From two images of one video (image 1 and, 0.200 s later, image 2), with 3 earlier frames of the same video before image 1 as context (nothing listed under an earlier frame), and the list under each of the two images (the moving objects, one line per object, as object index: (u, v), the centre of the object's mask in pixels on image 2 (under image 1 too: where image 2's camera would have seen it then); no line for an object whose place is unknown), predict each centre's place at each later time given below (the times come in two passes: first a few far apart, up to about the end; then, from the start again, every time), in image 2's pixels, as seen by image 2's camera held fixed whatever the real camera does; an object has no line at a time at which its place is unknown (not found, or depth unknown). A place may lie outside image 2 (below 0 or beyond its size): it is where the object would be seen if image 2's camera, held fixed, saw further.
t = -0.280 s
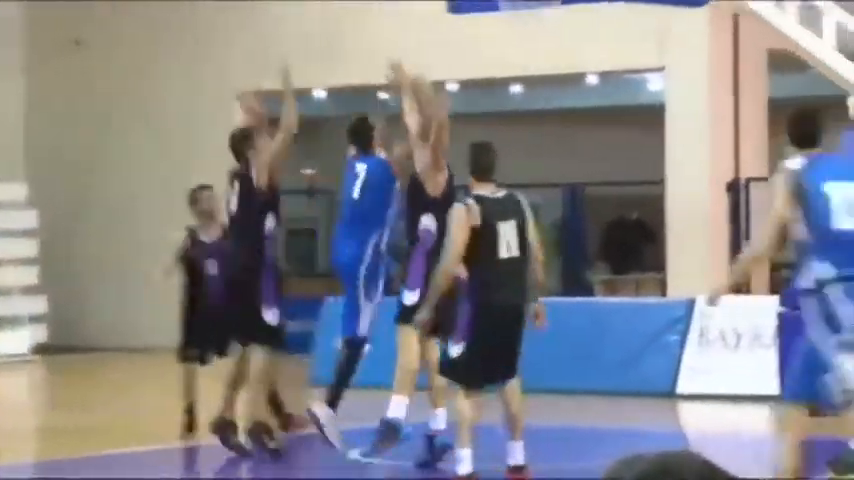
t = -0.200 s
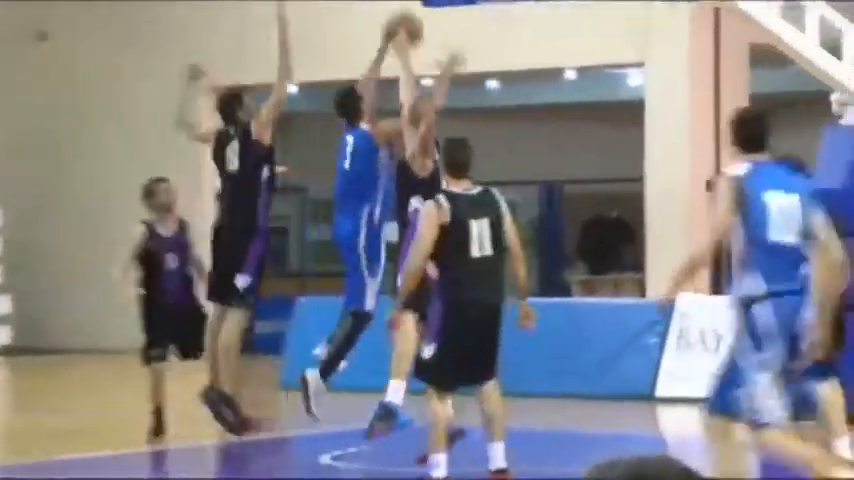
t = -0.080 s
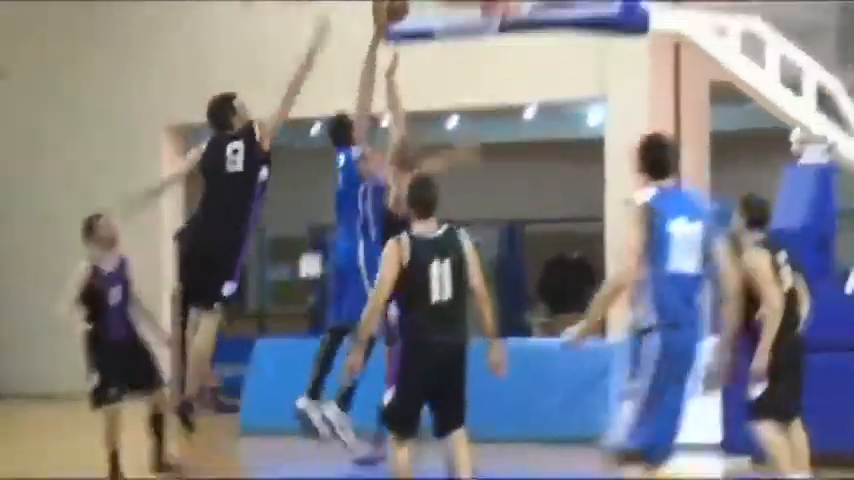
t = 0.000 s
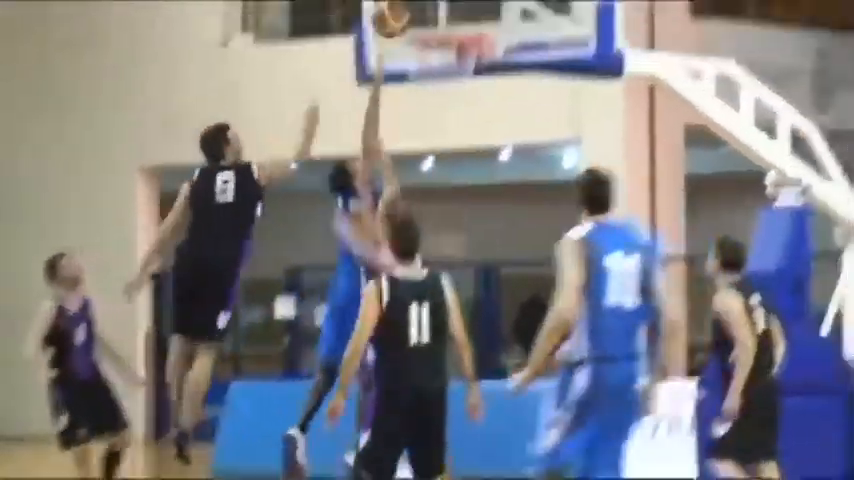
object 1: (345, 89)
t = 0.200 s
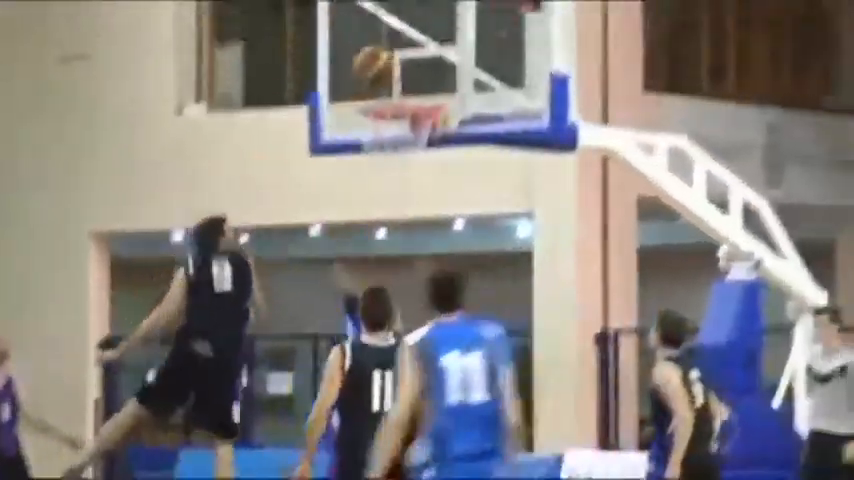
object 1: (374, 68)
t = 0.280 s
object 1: (371, 77)
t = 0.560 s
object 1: (395, 102)
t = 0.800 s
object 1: (410, 163)
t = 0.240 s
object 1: (373, 72)
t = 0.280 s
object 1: (371, 77)
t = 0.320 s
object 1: (370, 82)
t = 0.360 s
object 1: (369, 92)
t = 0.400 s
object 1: (372, 91)
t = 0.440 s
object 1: (377, 89)
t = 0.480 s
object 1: (383, 91)
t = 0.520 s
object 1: (389, 94)
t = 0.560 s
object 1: (395, 102)
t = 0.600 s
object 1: (398, 110)
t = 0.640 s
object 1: (400, 118)
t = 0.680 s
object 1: (399, 125)
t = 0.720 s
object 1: (402, 138)
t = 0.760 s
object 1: (407, 149)
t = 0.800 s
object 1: (410, 163)
